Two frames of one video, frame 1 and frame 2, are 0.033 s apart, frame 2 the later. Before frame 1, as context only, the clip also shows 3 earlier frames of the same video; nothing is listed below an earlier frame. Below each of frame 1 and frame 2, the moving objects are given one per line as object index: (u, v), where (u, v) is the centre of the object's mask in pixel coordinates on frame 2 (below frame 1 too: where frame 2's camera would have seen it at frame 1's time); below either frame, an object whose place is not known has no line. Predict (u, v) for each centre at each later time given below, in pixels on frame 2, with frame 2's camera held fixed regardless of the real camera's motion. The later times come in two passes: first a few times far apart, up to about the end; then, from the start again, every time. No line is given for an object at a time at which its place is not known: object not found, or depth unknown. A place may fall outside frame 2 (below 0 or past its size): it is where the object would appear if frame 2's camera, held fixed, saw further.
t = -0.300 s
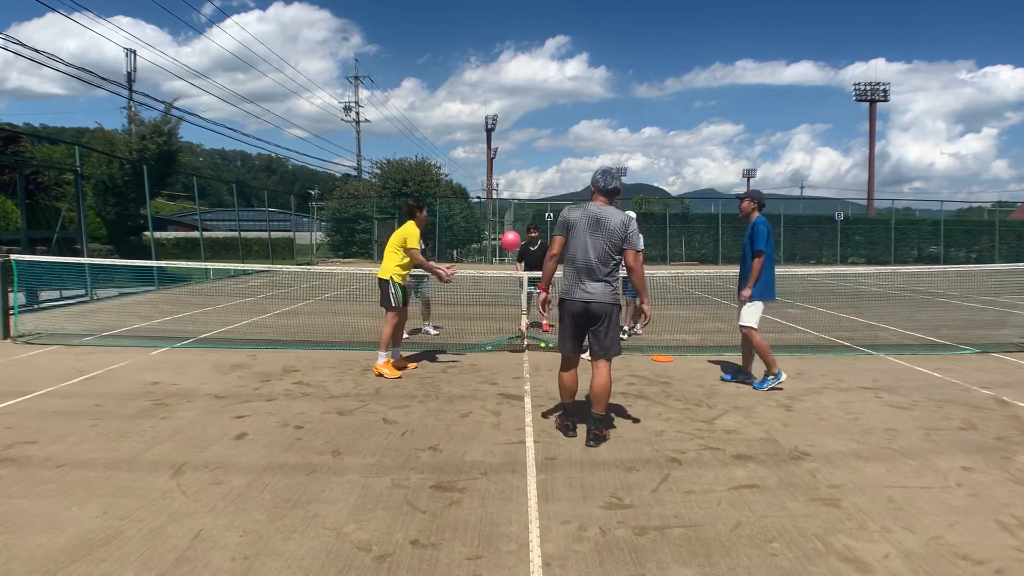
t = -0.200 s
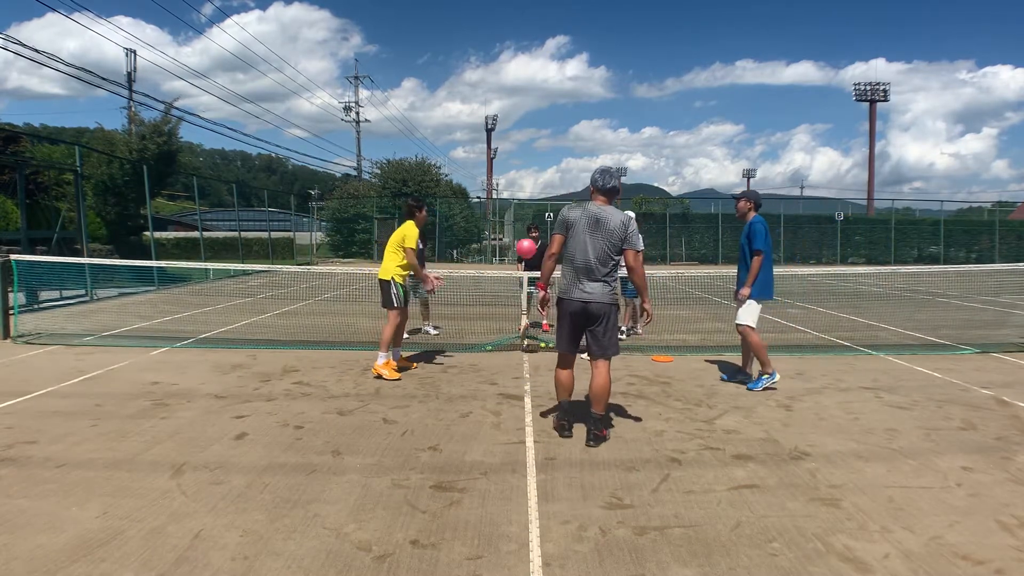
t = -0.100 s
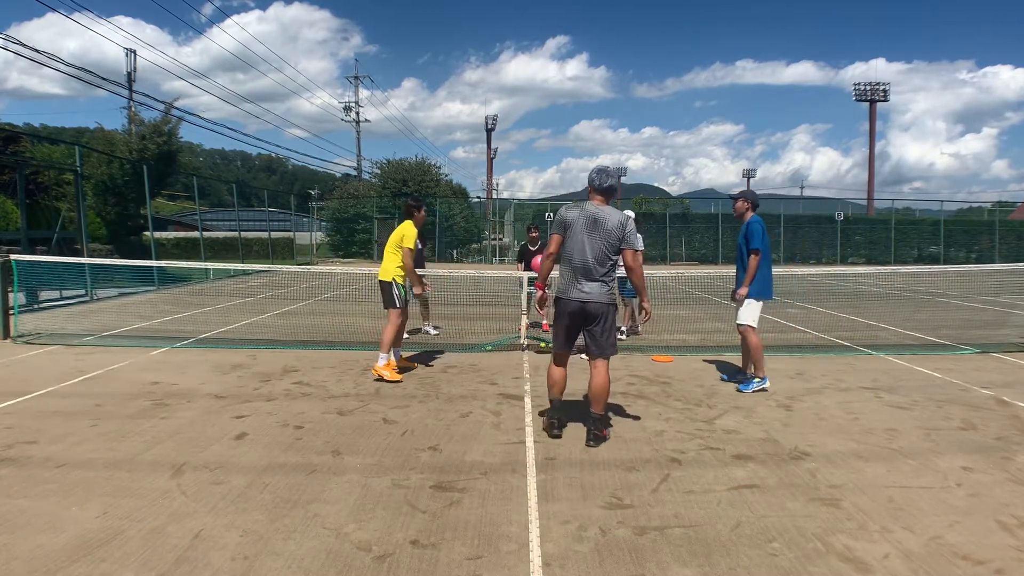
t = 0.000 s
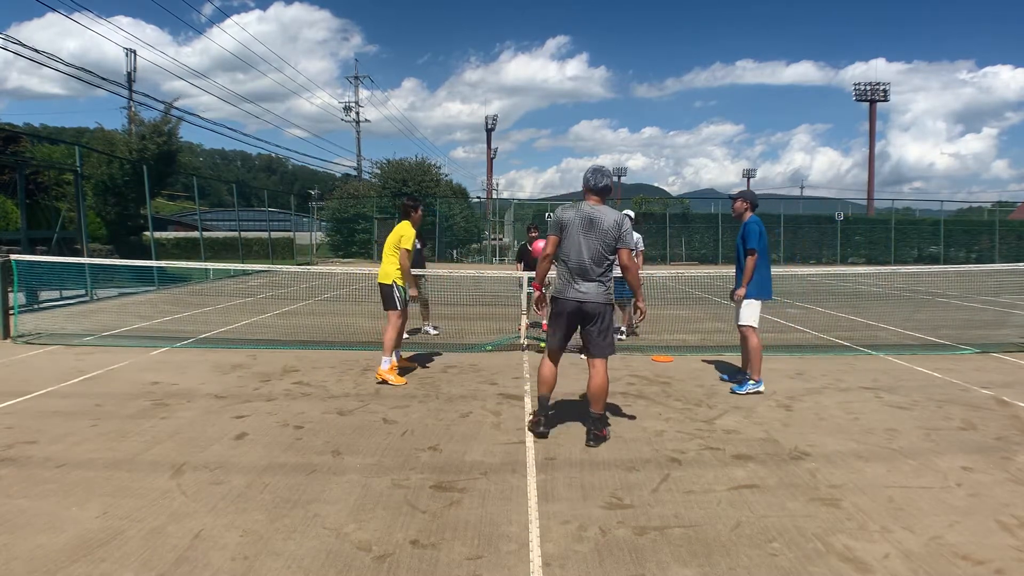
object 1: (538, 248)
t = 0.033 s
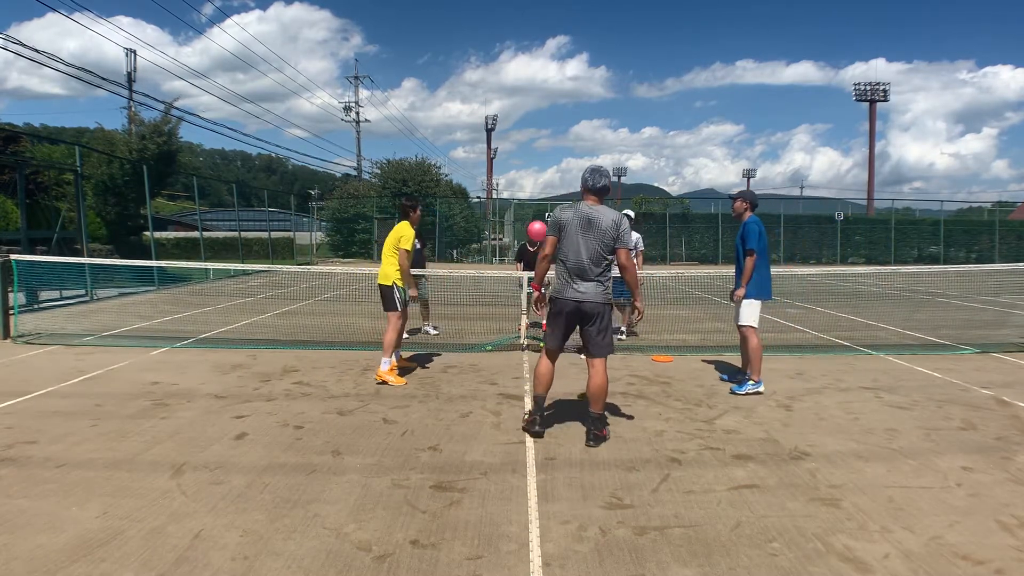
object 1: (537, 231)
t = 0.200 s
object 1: (515, 153)
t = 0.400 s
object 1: (487, 95)
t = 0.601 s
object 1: (457, 79)
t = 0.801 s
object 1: (422, 109)
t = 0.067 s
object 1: (532, 213)
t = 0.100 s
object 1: (528, 197)
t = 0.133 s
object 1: (524, 181)
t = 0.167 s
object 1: (519, 166)
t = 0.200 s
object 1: (515, 153)
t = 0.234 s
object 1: (510, 140)
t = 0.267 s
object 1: (506, 129)
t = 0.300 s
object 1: (501, 119)
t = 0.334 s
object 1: (496, 110)
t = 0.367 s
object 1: (492, 102)
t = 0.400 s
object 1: (487, 95)
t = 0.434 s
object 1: (482, 90)
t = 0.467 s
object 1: (477, 85)
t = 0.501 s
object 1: (472, 82)
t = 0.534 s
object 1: (467, 80)
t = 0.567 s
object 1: (462, 79)
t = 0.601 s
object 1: (457, 79)
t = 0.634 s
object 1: (451, 81)
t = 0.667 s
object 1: (445, 84)
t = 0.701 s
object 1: (440, 88)
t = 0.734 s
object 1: (434, 94)
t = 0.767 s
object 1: (428, 101)
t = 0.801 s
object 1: (422, 109)
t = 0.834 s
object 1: (415, 120)
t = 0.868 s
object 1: (409, 132)
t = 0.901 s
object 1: (402, 145)
